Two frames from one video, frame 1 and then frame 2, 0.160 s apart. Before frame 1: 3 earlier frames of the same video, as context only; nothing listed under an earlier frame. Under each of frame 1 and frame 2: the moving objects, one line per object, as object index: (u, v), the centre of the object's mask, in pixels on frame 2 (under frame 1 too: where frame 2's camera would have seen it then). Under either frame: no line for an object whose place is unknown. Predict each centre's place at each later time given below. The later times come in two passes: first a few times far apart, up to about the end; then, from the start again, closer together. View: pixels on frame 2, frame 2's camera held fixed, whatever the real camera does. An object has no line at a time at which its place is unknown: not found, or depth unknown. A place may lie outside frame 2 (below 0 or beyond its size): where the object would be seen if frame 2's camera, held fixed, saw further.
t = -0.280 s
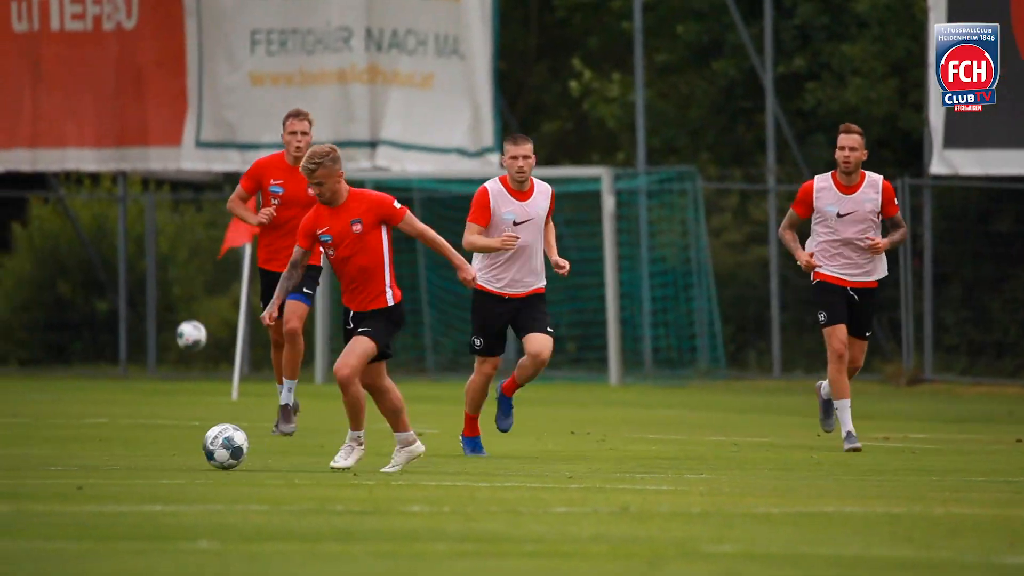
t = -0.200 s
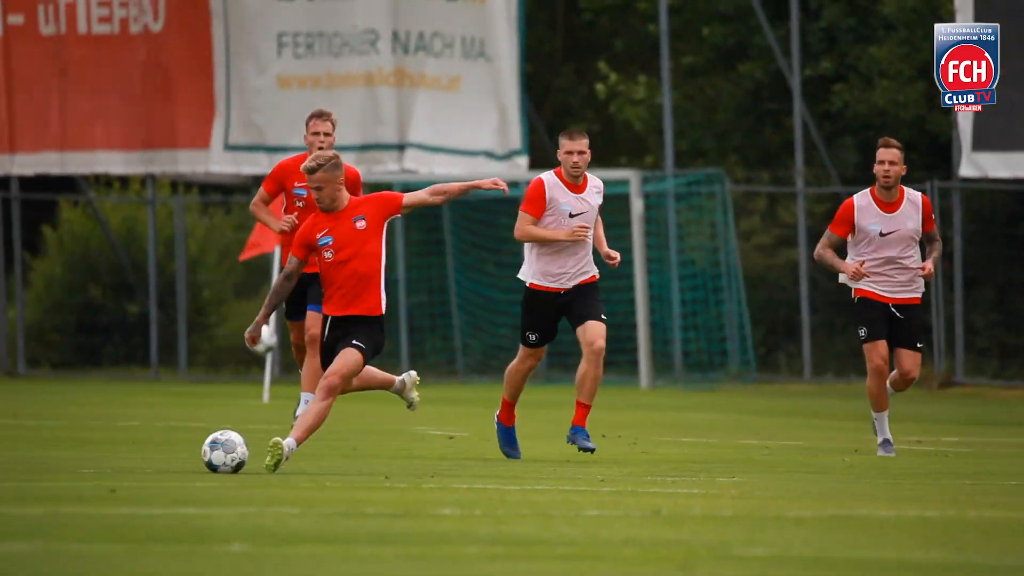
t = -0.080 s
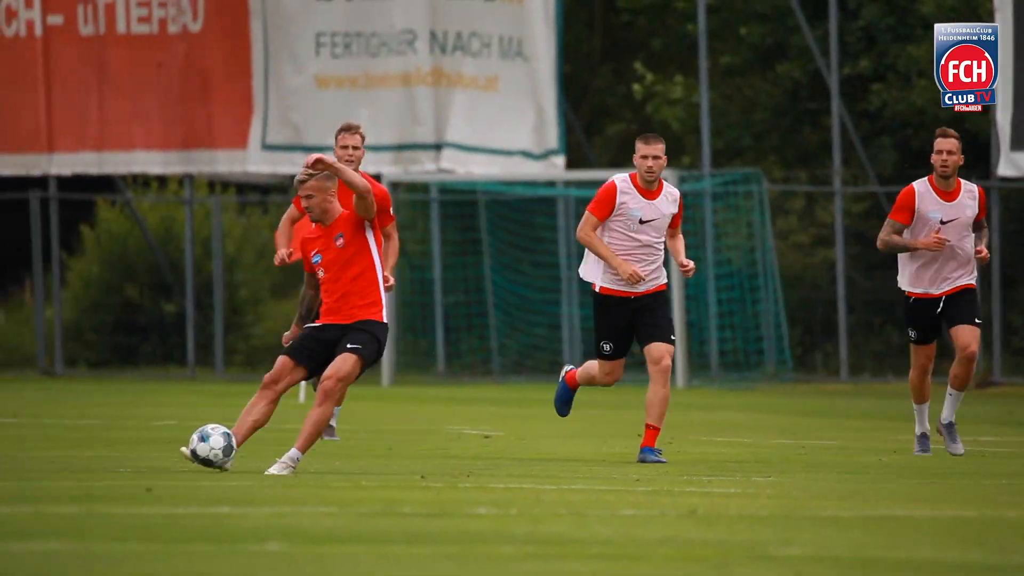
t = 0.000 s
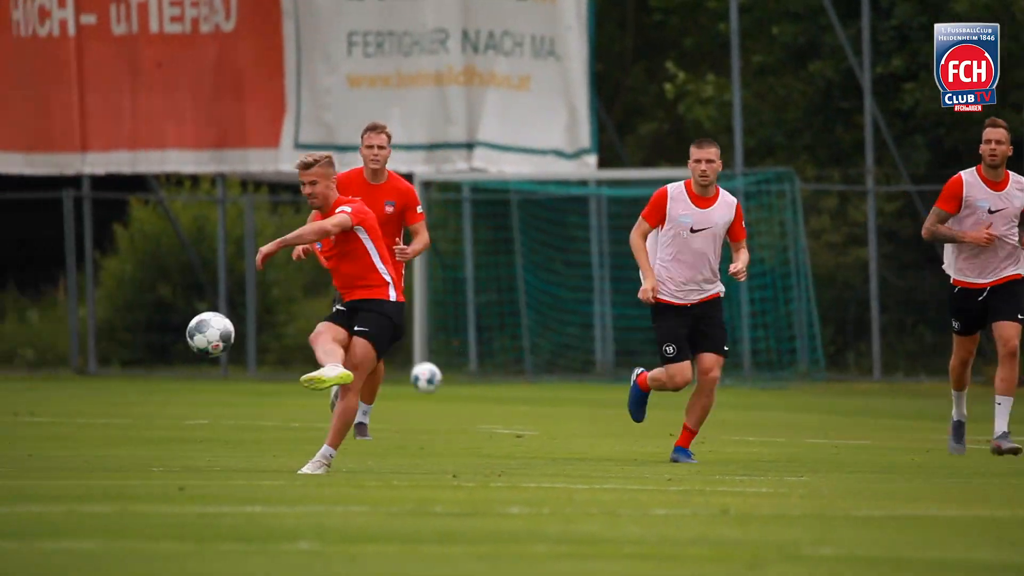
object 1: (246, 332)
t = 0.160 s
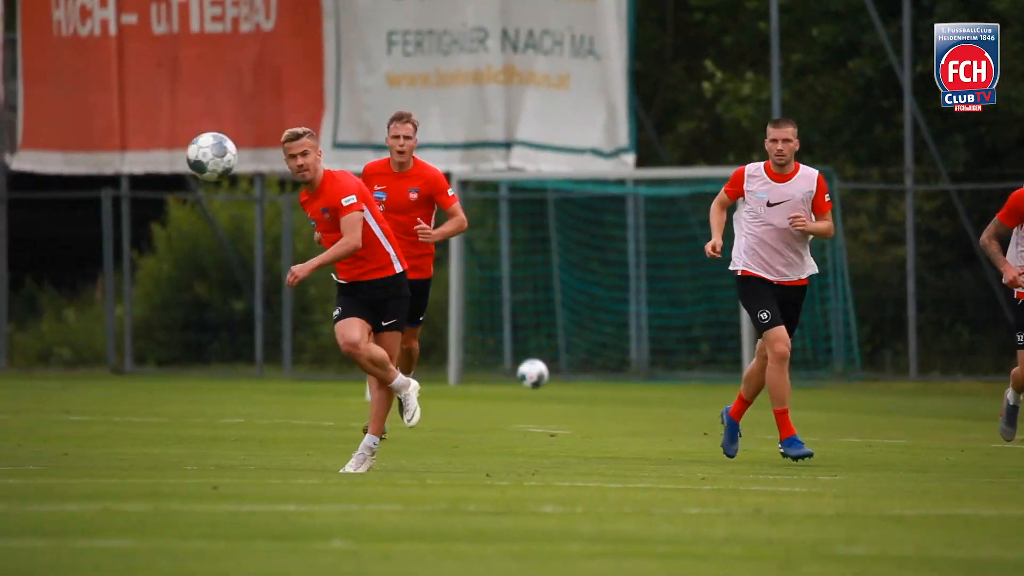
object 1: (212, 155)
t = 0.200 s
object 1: (210, 122)
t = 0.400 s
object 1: (238, 27)
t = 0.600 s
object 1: (344, 70)
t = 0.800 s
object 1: (512, 284)
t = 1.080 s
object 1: (815, 355)
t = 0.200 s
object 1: (210, 122)
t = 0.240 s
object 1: (210, 94)
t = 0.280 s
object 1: (213, 70)
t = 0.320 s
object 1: (218, 50)
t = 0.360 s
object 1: (227, 36)
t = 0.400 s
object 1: (238, 27)
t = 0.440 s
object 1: (254, 25)
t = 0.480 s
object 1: (272, 26)
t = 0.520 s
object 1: (293, 35)
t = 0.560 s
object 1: (318, 49)
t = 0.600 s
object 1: (344, 70)
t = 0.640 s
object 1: (373, 98)
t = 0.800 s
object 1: (512, 284)
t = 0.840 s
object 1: (550, 349)
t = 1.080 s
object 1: (815, 355)
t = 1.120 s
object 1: (862, 329)
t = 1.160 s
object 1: (909, 304)
